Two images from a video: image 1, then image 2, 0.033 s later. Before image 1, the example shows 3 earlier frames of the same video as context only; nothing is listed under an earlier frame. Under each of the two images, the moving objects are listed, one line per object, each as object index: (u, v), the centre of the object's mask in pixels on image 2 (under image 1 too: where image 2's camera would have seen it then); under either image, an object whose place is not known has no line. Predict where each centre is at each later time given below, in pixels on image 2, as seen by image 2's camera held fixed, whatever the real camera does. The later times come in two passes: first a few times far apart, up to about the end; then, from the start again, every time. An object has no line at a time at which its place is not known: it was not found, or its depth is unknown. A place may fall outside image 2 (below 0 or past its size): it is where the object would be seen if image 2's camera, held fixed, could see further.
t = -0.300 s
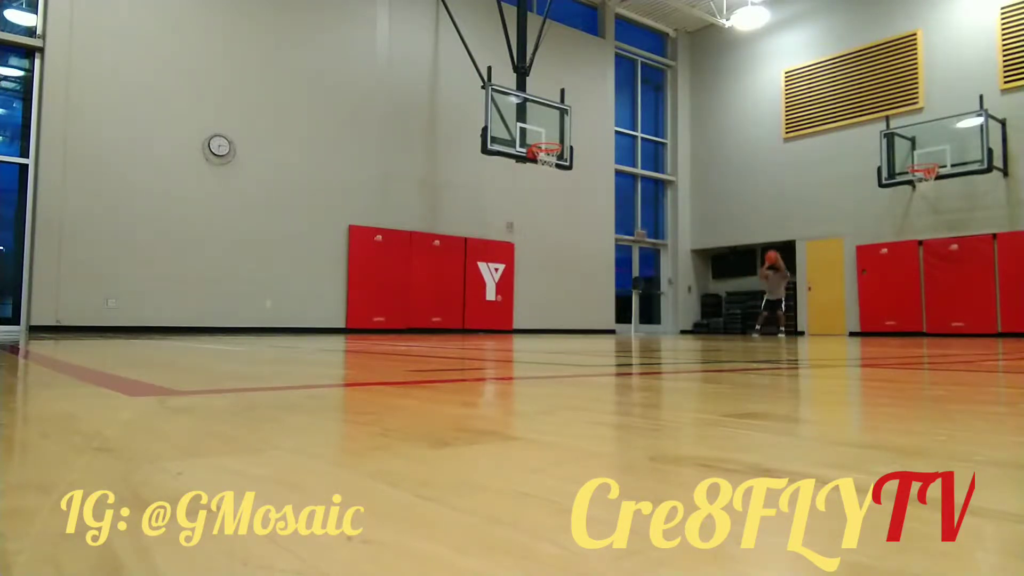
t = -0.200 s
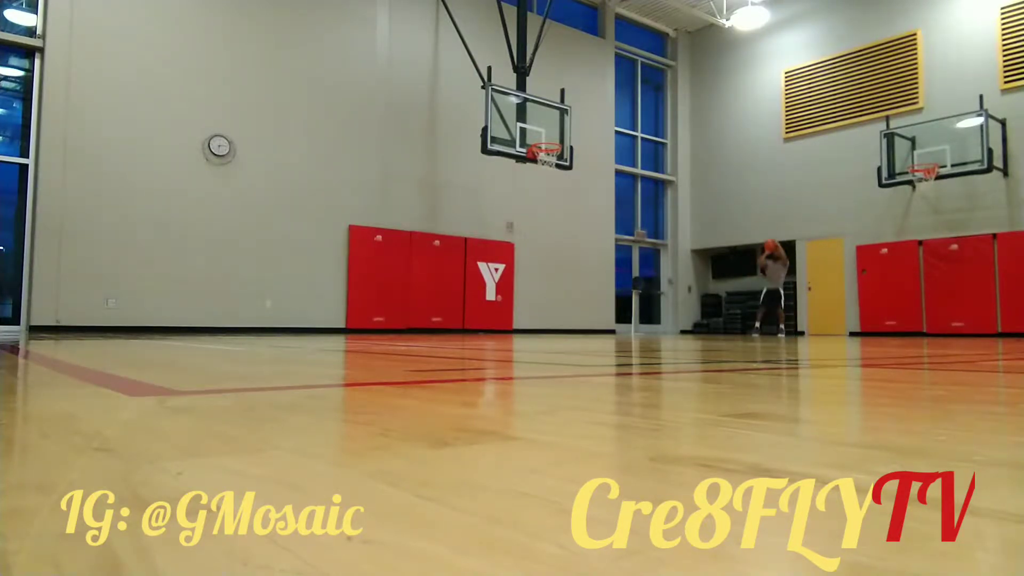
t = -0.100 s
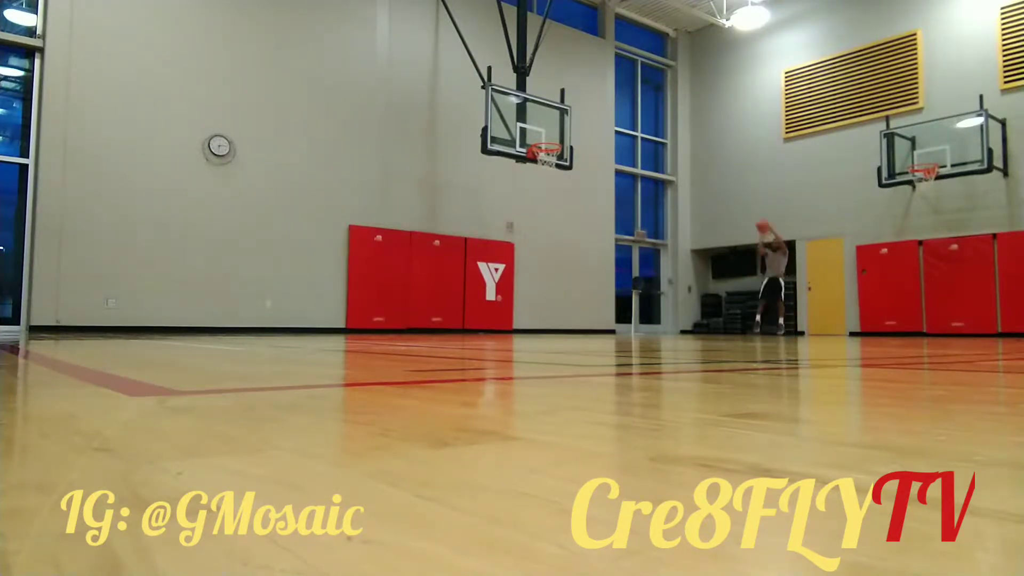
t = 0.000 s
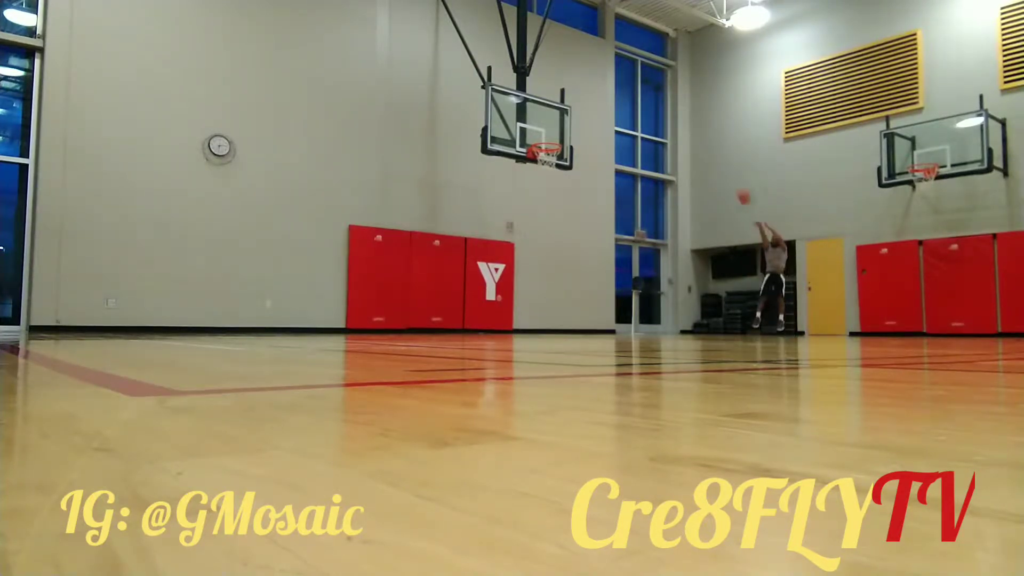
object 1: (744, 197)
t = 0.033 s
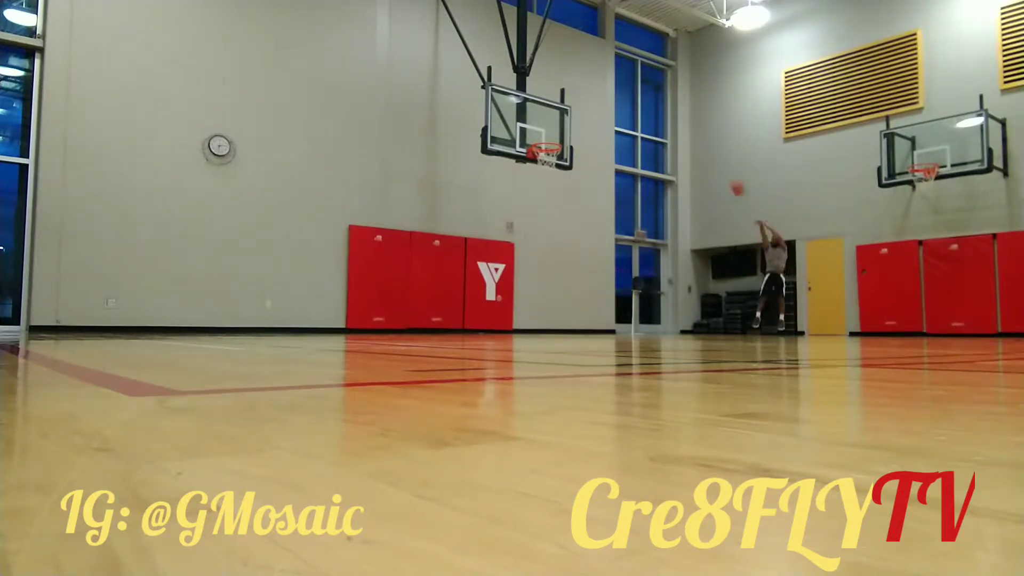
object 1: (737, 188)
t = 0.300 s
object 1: (682, 135)
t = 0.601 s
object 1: (616, 117)
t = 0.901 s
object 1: (540, 149)
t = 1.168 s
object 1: (540, 207)
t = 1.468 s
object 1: (544, 325)
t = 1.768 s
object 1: (567, 246)
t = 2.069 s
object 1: (590, 219)
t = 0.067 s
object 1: (731, 180)
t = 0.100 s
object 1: (724, 172)
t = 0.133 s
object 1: (717, 165)
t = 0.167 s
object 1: (711, 158)
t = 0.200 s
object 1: (704, 152)
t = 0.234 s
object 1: (698, 146)
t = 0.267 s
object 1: (690, 140)
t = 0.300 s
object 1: (682, 135)
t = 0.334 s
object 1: (675, 131)
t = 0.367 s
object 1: (667, 127)
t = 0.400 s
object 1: (660, 124)
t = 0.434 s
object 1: (654, 121)
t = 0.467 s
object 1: (647, 119)
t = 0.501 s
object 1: (640, 118)
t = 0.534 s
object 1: (631, 117)
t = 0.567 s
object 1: (624, 117)
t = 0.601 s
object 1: (616, 117)
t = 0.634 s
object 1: (607, 119)
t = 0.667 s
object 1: (599, 120)
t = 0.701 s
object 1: (592, 123)
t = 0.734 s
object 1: (584, 125)
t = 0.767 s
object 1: (577, 129)
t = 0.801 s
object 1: (568, 134)
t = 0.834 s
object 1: (560, 138)
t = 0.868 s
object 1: (552, 144)
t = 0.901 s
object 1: (540, 149)
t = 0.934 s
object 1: (536, 154)
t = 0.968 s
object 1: (538, 161)
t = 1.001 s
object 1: (538, 166)
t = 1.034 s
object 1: (539, 172)
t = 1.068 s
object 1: (539, 180)
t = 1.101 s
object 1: (539, 188)
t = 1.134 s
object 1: (540, 197)
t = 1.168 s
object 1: (540, 207)
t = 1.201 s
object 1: (541, 218)
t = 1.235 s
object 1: (541, 229)
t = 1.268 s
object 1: (542, 241)
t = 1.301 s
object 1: (542, 253)
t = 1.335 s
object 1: (542, 266)
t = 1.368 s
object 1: (543, 281)
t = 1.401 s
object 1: (543, 296)
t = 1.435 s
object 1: (543, 311)
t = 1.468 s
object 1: (544, 325)
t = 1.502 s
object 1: (546, 319)
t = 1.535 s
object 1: (549, 306)
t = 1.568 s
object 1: (552, 295)
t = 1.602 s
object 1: (554, 285)
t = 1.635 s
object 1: (557, 276)
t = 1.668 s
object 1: (559, 267)
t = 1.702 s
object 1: (562, 260)
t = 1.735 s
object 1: (565, 253)
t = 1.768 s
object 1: (567, 246)
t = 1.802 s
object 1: (570, 240)
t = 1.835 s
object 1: (572, 235)
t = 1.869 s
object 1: (575, 231)
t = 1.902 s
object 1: (578, 227)
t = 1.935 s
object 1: (580, 224)
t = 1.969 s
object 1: (583, 222)
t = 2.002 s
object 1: (585, 220)
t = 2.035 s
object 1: (588, 219)
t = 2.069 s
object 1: (590, 219)
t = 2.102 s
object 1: (592, 219)
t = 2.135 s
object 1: (595, 221)
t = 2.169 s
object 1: (598, 222)
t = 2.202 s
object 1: (600, 225)
